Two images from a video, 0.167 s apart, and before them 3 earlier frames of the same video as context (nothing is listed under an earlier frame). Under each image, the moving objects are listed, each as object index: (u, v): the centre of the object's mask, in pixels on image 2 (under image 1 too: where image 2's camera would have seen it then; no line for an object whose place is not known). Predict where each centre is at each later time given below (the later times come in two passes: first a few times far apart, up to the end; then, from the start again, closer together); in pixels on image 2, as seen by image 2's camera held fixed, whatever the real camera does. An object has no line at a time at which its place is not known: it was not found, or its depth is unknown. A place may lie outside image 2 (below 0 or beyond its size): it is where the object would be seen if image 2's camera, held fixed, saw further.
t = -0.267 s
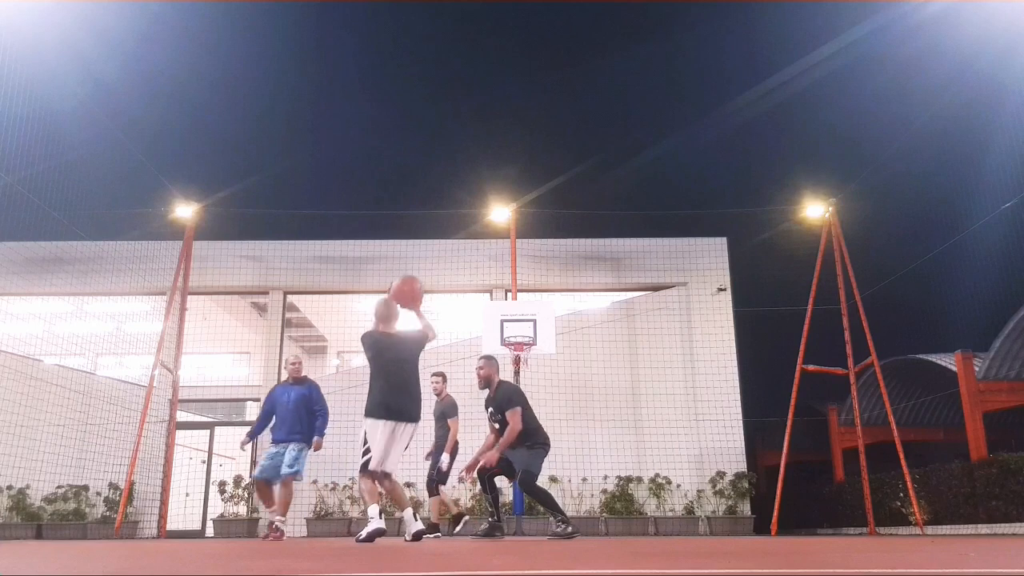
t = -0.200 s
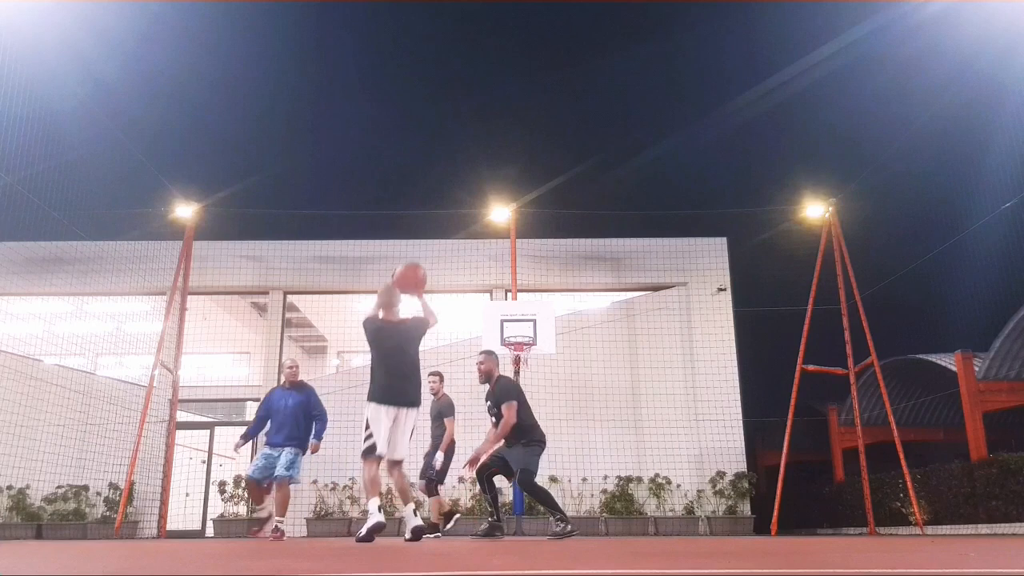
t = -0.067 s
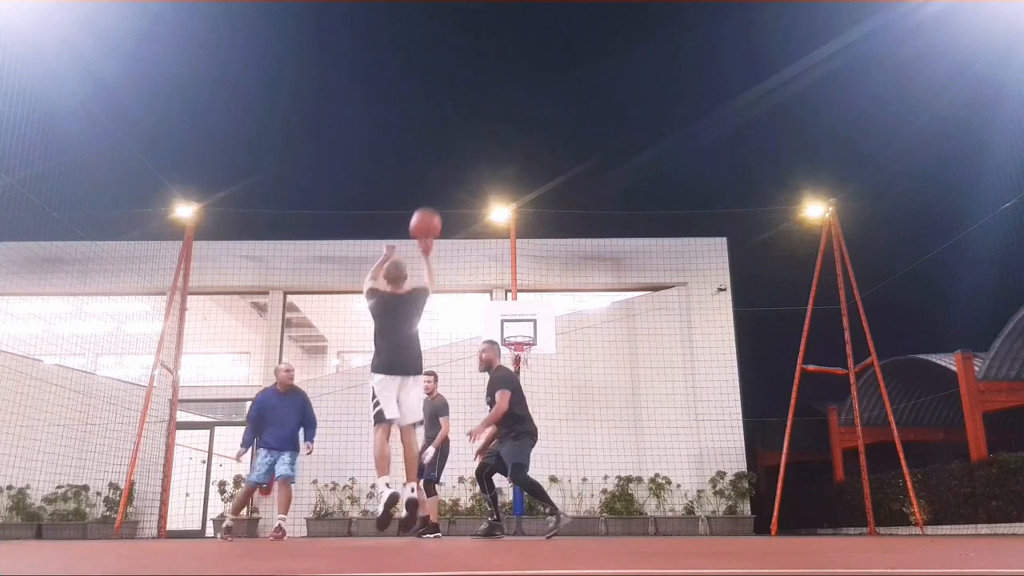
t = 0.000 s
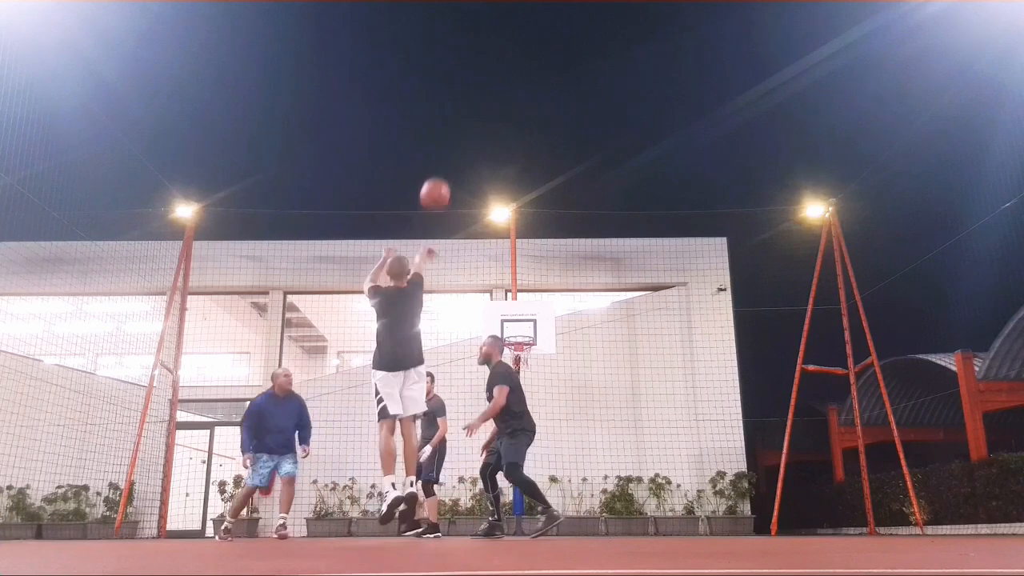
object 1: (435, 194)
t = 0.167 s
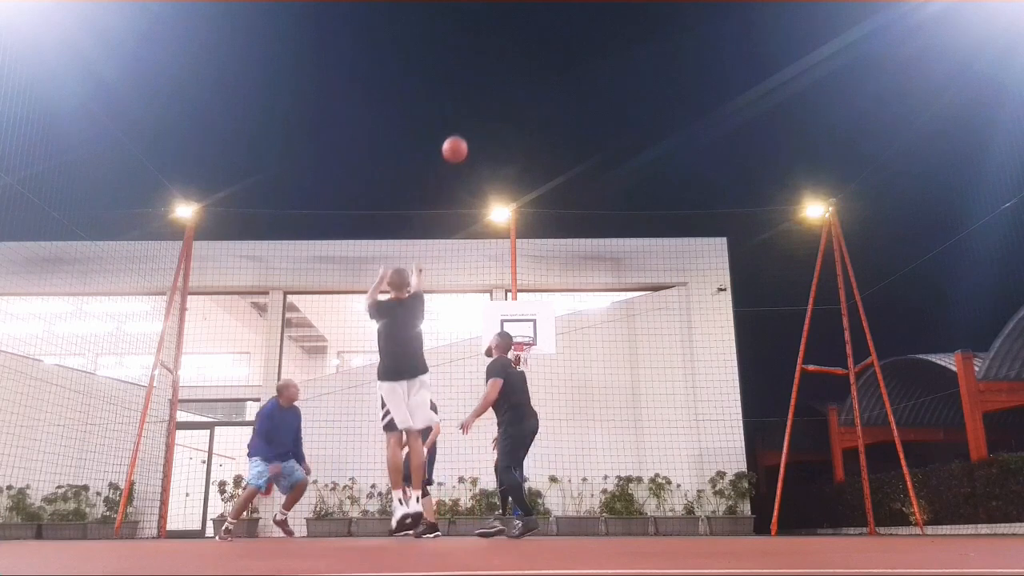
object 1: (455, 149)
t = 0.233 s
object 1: (461, 141)
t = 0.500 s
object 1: (481, 148)
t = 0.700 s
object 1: (493, 182)
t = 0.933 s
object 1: (503, 247)
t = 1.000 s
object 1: (505, 267)
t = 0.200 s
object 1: (458, 145)
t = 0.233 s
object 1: (461, 141)
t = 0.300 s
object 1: (467, 138)
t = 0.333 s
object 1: (469, 137)
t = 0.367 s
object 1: (472, 138)
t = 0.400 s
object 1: (474, 139)
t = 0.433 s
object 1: (477, 142)
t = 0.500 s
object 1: (481, 148)
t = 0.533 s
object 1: (483, 152)
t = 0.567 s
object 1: (485, 157)
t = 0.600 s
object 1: (487, 163)
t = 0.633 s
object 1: (489, 169)
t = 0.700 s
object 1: (493, 182)
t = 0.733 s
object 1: (494, 188)
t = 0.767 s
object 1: (495, 195)
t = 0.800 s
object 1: (496, 204)
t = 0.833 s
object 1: (500, 216)
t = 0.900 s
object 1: (501, 234)
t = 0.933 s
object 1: (503, 247)
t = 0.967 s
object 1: (504, 256)
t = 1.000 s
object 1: (505, 267)
